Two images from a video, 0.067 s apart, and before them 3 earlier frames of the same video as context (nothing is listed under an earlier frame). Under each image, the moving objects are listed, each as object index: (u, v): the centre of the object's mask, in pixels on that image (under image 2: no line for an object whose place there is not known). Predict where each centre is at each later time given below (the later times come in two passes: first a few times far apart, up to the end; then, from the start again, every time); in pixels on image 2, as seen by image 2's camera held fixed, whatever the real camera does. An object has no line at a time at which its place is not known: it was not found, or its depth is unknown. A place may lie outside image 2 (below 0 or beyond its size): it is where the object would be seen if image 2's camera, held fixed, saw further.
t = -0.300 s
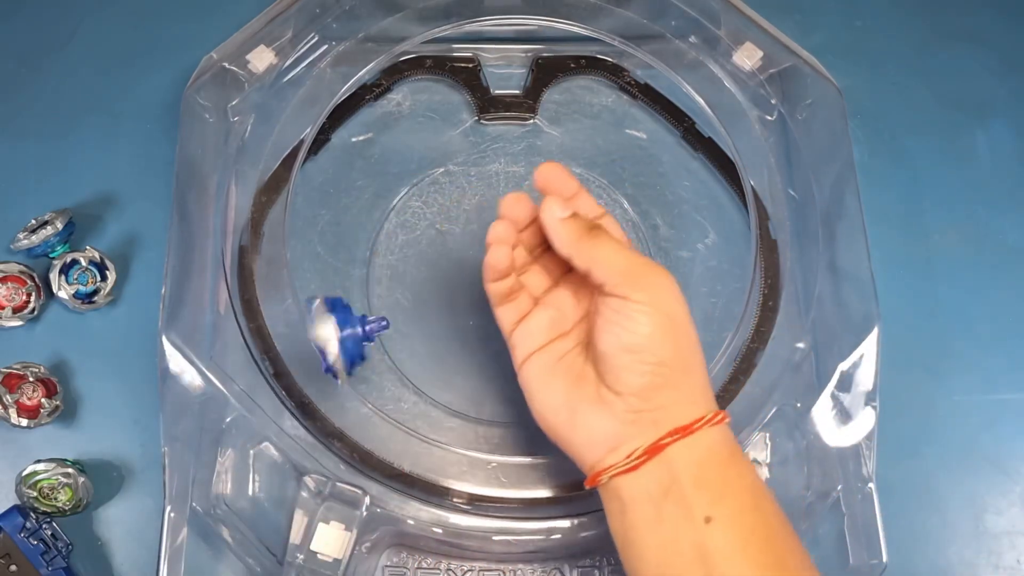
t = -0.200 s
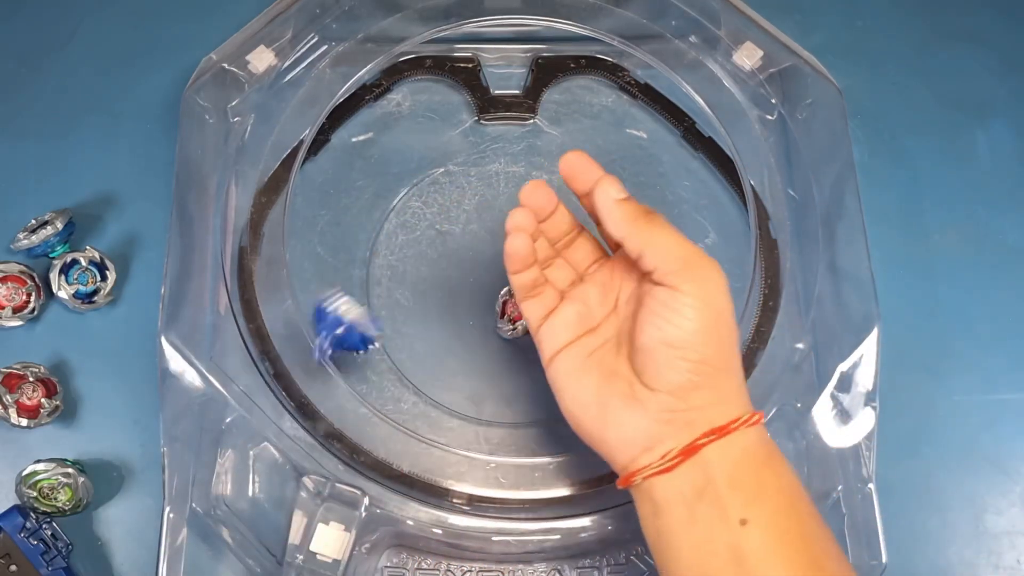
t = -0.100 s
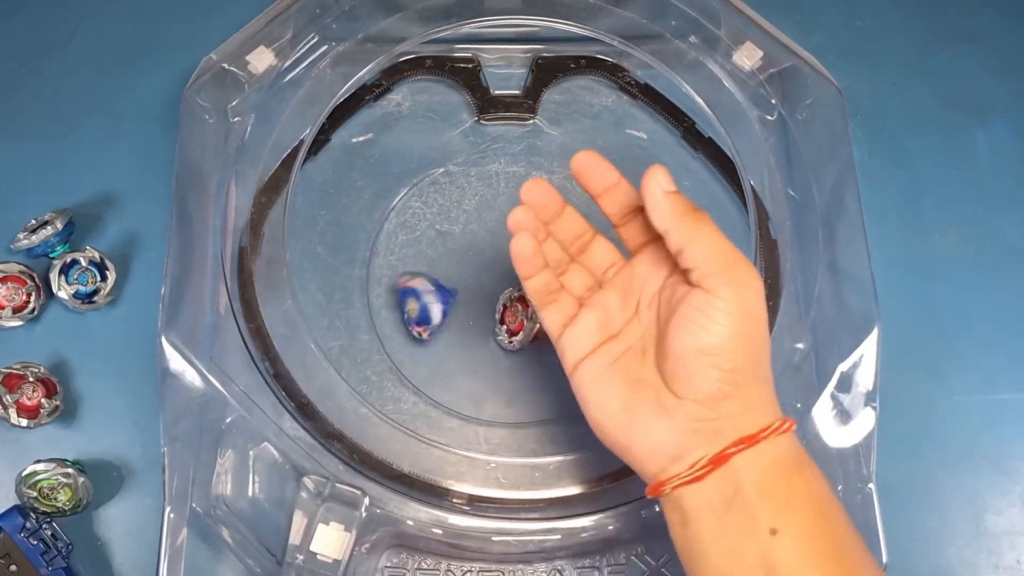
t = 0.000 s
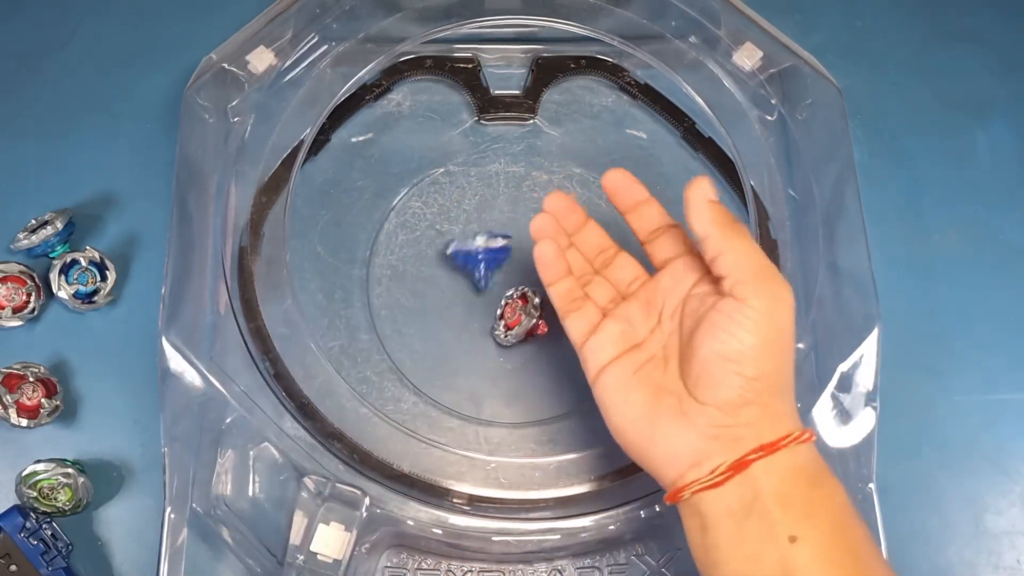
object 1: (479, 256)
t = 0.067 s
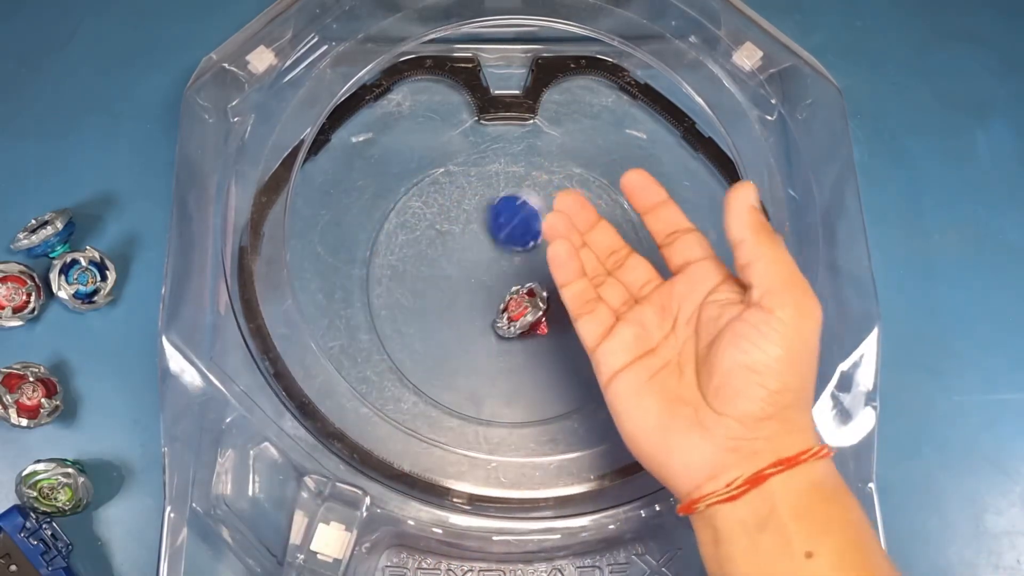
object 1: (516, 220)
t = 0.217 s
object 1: (565, 186)
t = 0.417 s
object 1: (564, 193)
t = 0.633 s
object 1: (564, 193)
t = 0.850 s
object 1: (564, 193)
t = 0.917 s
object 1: (564, 193)
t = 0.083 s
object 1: (524, 213)
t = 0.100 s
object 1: (529, 207)
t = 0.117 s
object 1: (536, 202)
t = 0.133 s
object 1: (542, 196)
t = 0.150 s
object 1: (549, 192)
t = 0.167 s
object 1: (556, 189)
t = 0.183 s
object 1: (559, 187)
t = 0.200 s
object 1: (562, 186)
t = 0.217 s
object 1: (565, 186)
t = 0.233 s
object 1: (566, 186)
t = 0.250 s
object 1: (566, 186)
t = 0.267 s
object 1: (566, 187)
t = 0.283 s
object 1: (566, 188)
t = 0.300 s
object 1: (565, 190)
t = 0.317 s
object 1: (565, 191)
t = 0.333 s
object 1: (564, 192)
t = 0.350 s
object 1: (564, 192)
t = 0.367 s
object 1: (564, 193)
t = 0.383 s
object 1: (564, 193)
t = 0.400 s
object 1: (564, 193)
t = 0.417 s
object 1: (564, 193)
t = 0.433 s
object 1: (564, 193)
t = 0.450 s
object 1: (564, 193)
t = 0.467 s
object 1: (564, 193)
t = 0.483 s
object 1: (564, 193)
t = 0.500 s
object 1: (564, 193)
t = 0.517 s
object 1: (564, 193)
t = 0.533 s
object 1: (564, 193)
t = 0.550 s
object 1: (564, 193)
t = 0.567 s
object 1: (564, 193)
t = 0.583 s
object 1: (564, 193)
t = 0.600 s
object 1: (564, 193)
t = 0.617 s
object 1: (564, 193)
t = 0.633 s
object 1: (564, 193)
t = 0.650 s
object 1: (564, 193)
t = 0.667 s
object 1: (564, 193)
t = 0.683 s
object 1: (564, 193)
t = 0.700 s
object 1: (564, 193)
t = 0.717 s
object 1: (564, 193)
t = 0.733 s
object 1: (564, 193)
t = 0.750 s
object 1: (564, 193)
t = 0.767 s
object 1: (564, 193)
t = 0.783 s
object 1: (564, 193)
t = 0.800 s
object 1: (564, 193)
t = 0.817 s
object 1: (564, 193)
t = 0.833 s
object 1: (564, 193)
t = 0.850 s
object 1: (564, 193)
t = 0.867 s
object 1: (564, 193)
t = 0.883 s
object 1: (564, 193)
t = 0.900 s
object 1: (564, 193)
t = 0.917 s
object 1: (564, 193)
